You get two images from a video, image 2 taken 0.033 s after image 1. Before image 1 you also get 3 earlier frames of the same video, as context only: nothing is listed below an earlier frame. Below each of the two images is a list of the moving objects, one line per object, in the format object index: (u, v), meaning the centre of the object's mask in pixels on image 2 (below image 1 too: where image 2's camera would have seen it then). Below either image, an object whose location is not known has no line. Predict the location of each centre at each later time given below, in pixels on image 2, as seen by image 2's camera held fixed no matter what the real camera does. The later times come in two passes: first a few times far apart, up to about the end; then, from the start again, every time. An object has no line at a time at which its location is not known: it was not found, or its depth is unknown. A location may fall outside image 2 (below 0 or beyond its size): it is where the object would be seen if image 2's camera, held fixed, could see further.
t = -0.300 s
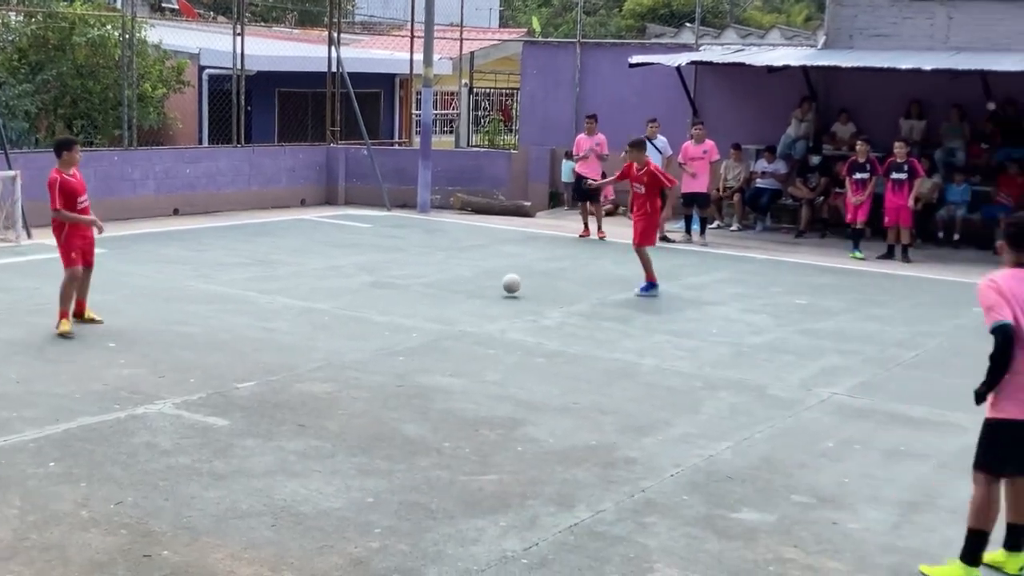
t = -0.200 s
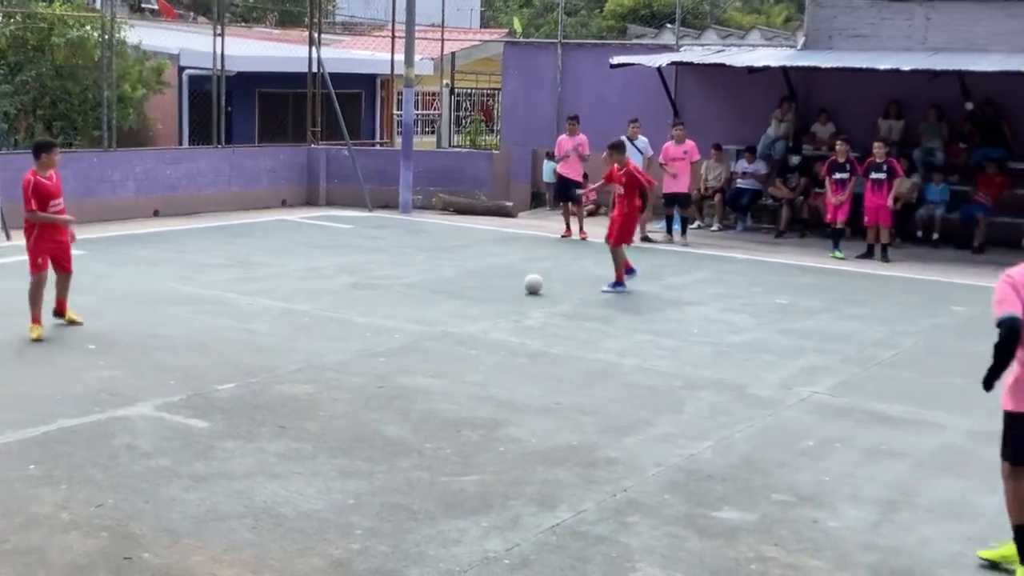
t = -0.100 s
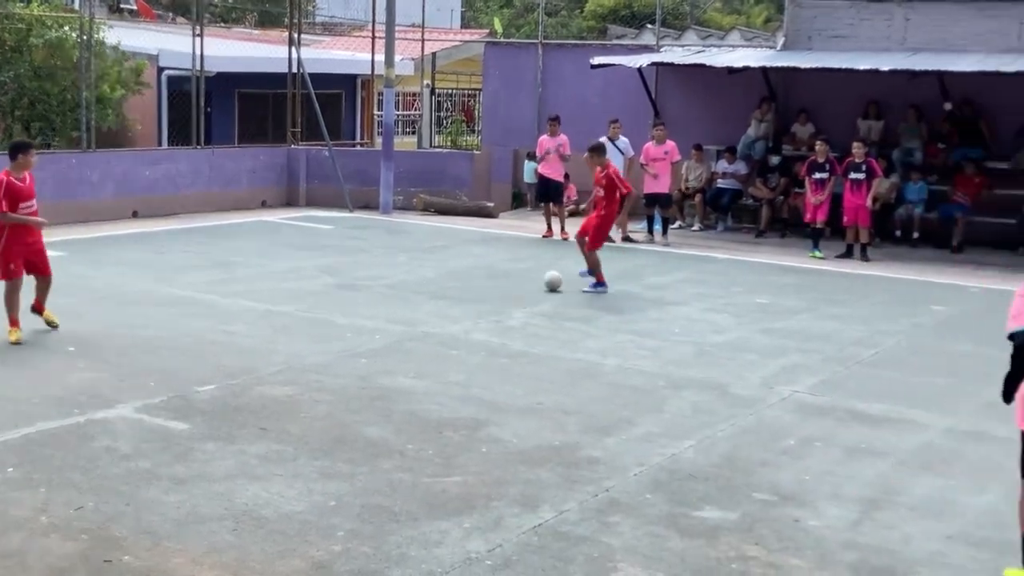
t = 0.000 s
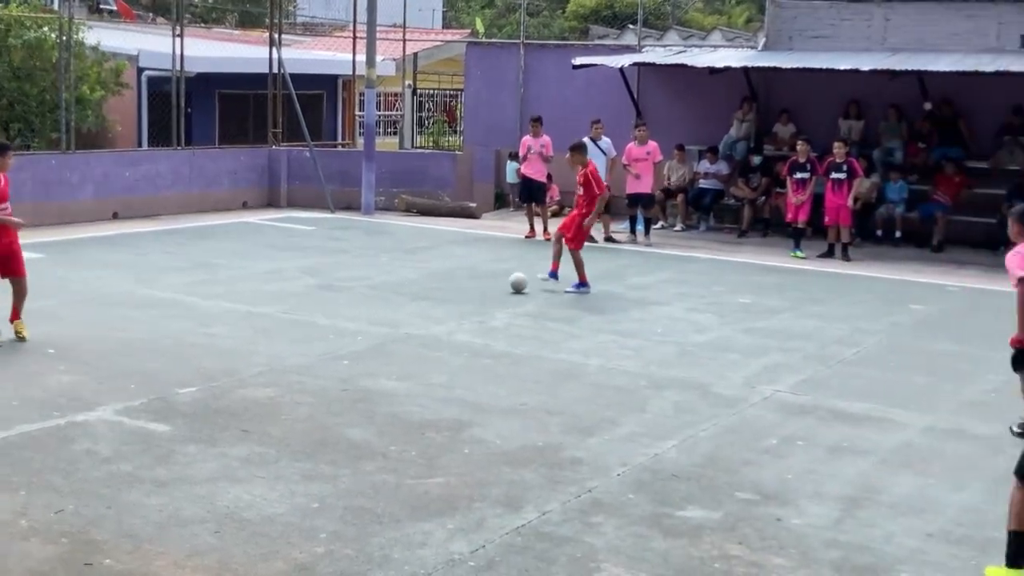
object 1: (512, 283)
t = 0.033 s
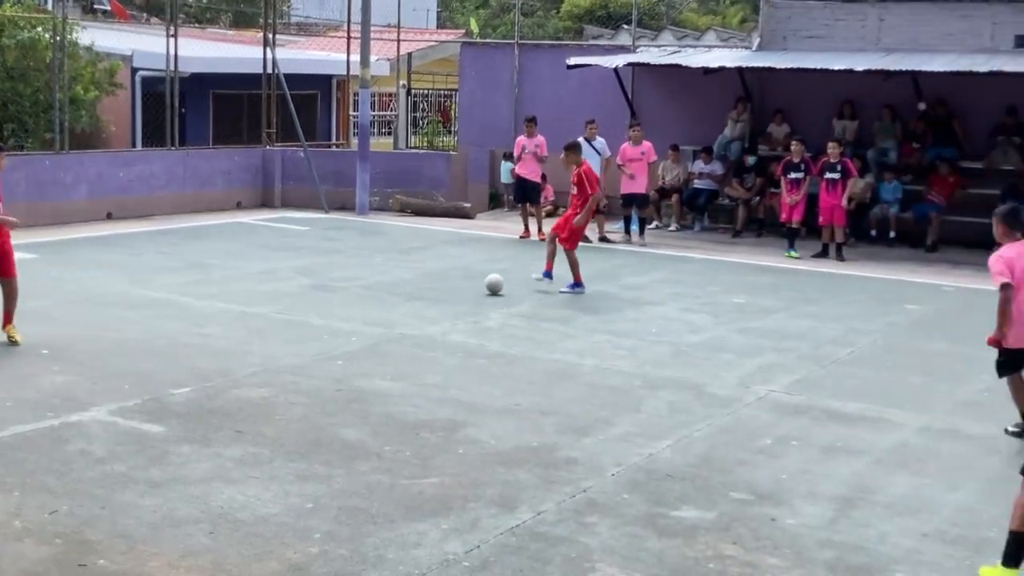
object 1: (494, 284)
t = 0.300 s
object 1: (354, 295)
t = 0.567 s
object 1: (232, 304)
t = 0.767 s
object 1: (133, 312)
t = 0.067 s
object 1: (475, 286)
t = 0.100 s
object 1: (456, 288)
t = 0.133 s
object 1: (437, 289)
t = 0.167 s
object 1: (420, 291)
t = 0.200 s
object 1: (404, 291)
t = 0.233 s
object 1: (387, 293)
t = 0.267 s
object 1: (370, 294)
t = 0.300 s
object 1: (354, 295)
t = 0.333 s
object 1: (339, 296)
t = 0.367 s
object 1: (325, 297)
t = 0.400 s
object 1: (309, 298)
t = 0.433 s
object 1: (294, 299)
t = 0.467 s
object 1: (279, 300)
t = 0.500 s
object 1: (264, 301)
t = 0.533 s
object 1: (248, 304)
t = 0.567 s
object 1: (232, 304)
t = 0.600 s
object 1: (217, 306)
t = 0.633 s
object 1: (202, 307)
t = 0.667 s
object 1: (184, 309)
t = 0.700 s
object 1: (167, 310)
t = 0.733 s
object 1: (150, 311)
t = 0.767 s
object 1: (133, 312)
